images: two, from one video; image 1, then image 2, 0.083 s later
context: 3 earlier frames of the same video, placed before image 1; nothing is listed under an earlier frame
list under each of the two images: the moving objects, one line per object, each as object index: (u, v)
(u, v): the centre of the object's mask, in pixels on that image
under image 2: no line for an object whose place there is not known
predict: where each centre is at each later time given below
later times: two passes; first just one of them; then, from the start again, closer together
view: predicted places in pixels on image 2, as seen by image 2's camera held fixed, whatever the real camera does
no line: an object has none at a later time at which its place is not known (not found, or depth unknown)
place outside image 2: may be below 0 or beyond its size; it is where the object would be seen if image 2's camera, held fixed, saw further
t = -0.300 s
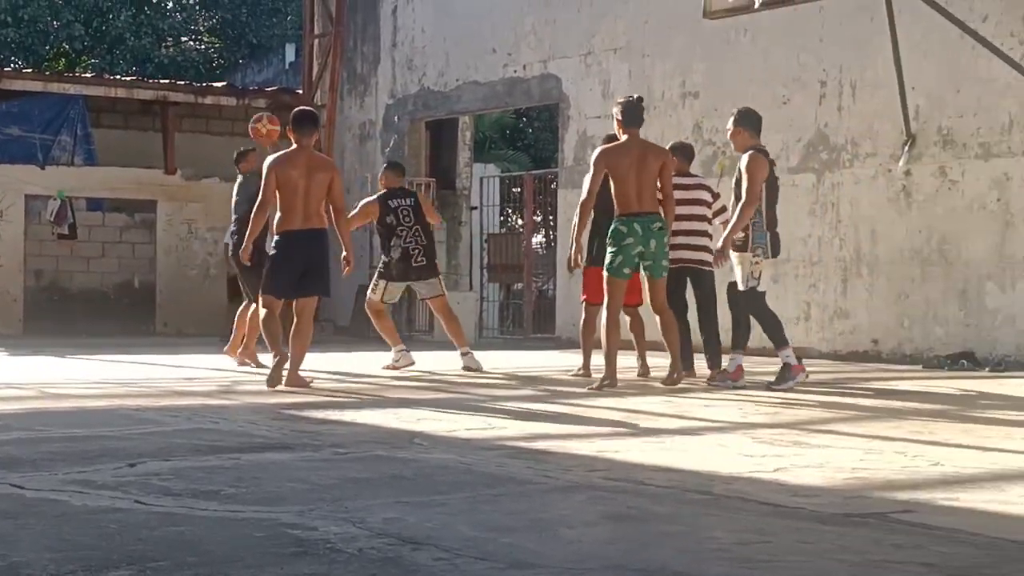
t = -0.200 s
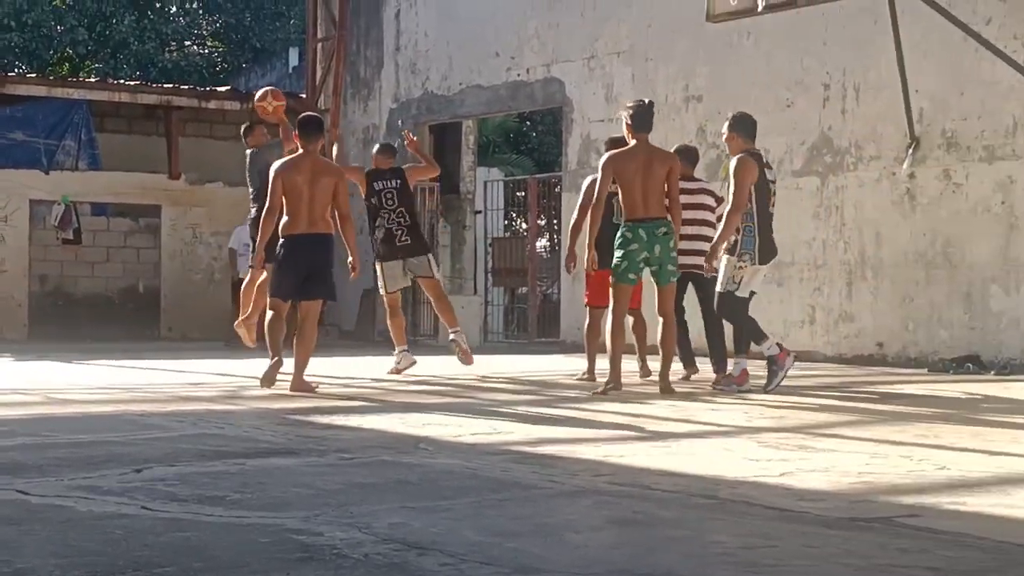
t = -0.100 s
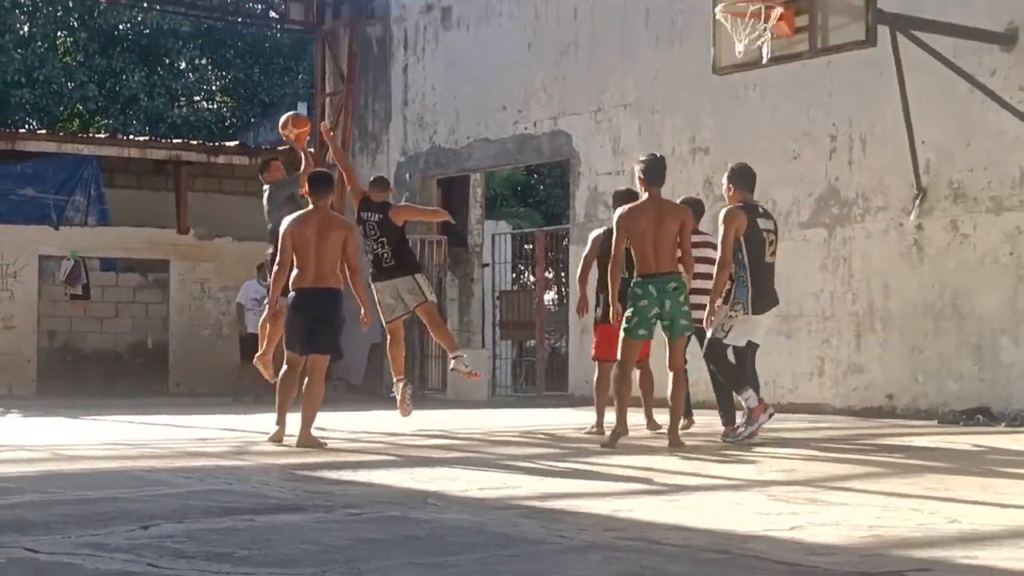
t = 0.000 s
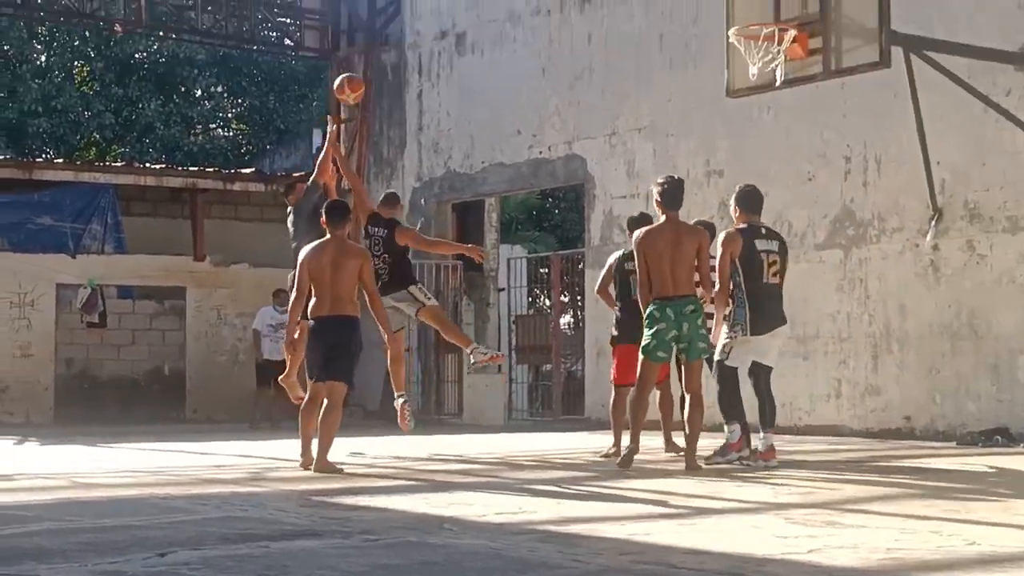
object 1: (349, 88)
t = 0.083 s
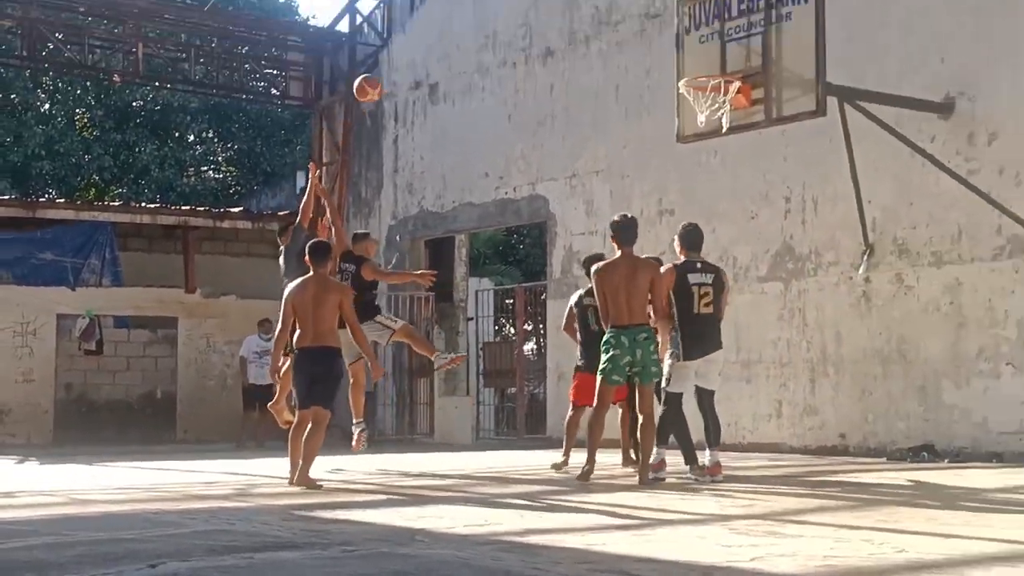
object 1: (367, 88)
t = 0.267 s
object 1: (450, 15)
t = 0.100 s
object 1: (375, 82)
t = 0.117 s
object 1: (383, 74)
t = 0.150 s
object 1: (398, 59)
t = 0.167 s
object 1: (405, 53)
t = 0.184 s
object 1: (412, 46)
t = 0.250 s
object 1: (442, 22)
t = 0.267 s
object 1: (450, 15)
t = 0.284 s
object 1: (457, 11)
